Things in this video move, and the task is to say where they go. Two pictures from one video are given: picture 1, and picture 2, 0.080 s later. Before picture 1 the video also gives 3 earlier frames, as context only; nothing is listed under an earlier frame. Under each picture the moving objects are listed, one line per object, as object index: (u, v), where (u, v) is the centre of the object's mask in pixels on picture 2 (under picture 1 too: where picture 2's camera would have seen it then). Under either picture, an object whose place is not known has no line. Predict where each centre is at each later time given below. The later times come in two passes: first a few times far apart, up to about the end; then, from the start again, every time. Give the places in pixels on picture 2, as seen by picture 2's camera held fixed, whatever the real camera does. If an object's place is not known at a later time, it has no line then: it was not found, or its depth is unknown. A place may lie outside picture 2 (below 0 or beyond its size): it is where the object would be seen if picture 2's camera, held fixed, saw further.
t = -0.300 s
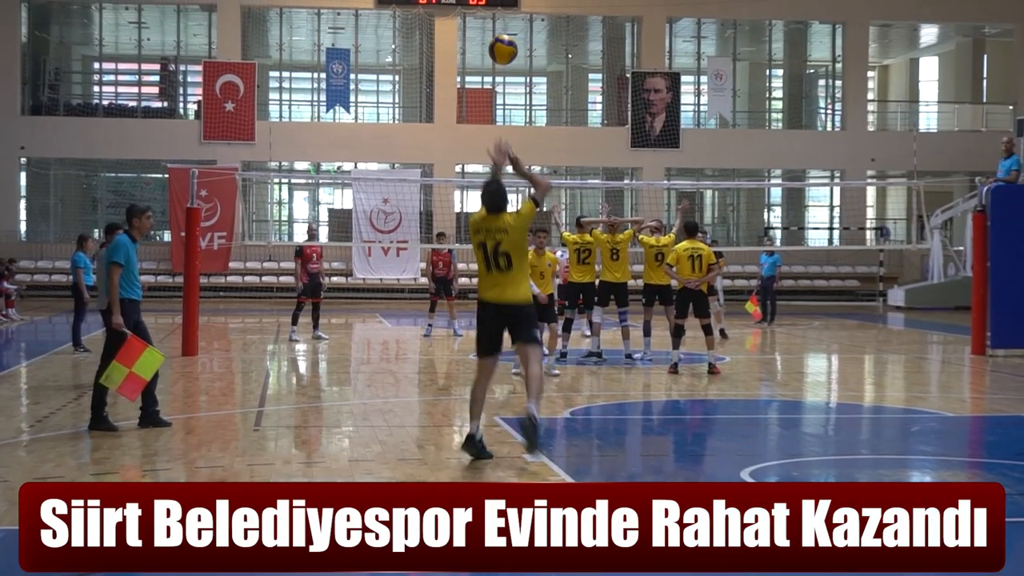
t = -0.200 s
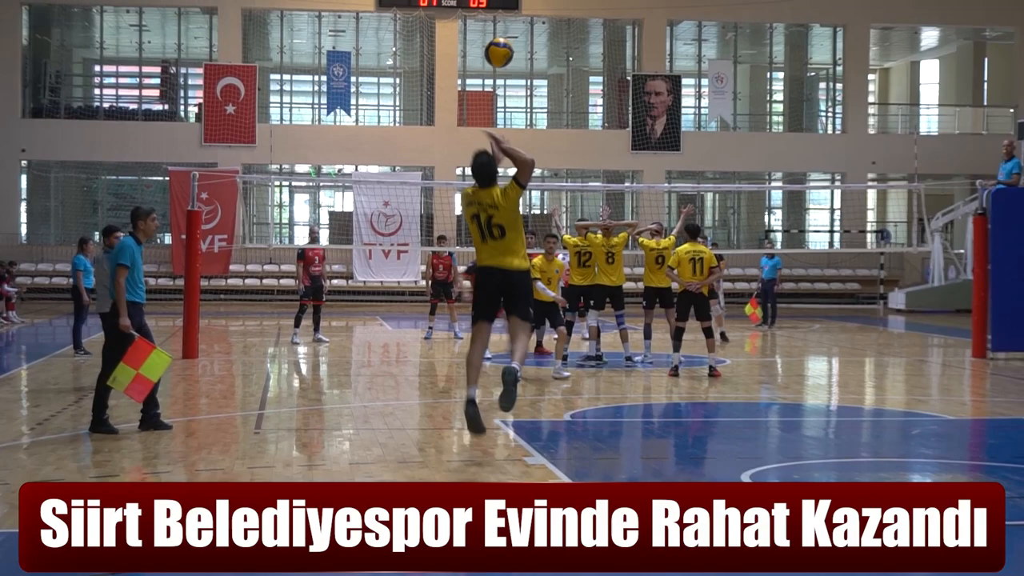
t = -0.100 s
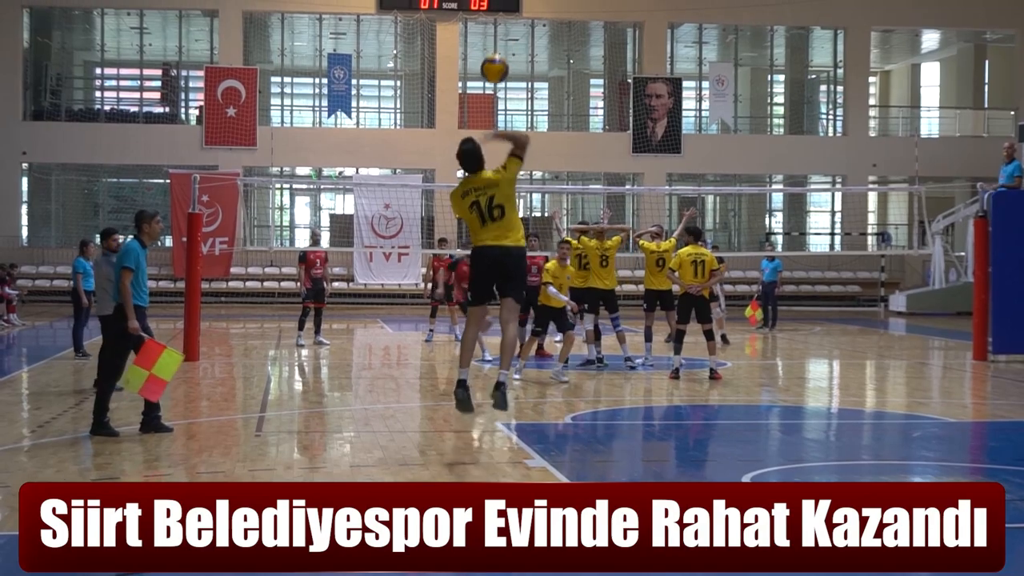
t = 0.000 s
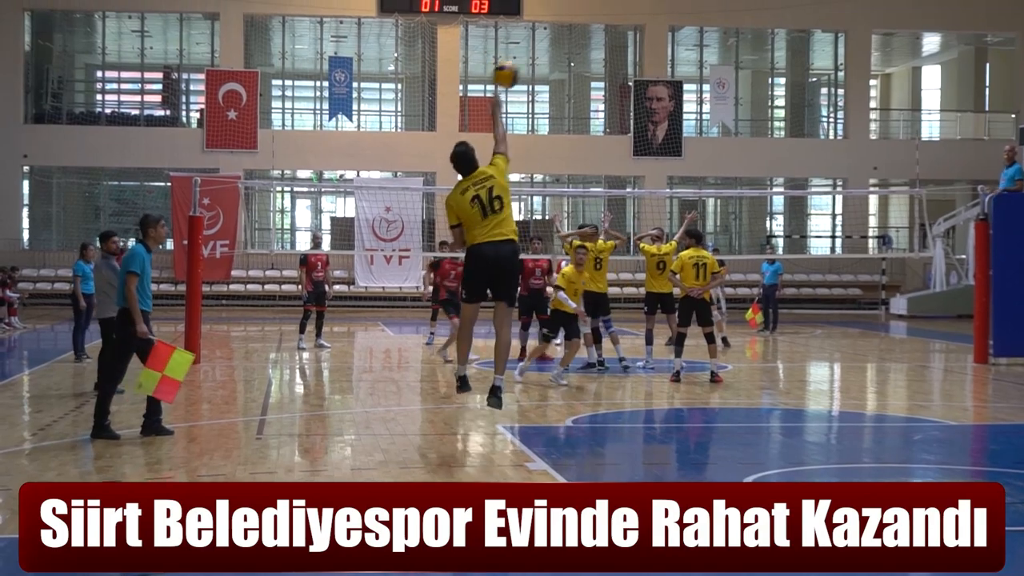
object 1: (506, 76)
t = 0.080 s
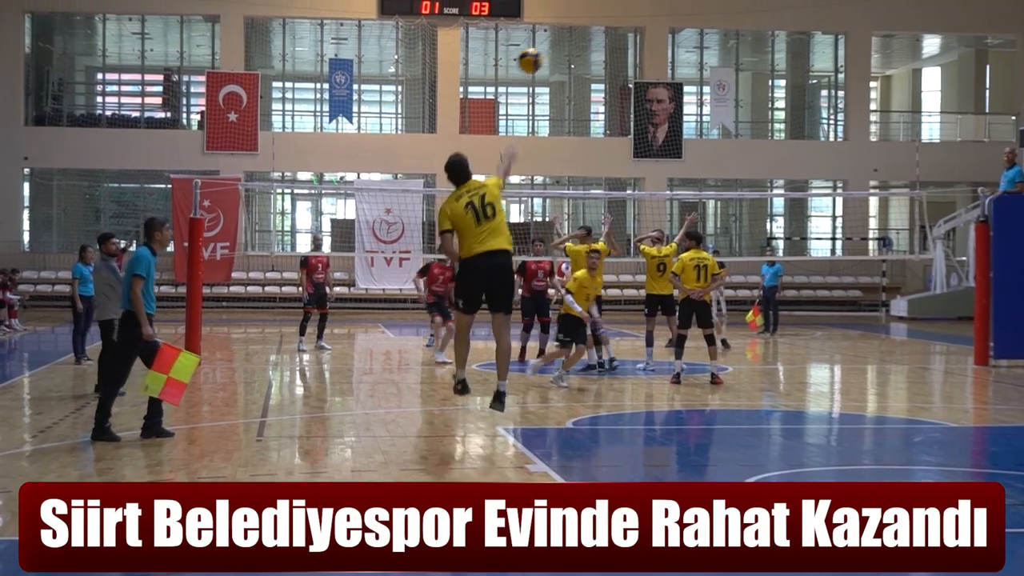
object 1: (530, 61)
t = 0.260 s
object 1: (568, 50)
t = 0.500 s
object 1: (603, 76)
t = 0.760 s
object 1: (635, 143)
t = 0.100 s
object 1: (535, 58)
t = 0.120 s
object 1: (540, 56)
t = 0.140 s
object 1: (544, 54)
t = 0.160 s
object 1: (549, 52)
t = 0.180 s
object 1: (554, 50)
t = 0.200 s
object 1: (558, 50)
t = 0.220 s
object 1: (561, 49)
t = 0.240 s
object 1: (564, 49)
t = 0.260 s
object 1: (568, 50)
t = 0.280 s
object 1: (571, 50)
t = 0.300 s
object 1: (574, 51)
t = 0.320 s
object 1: (577, 53)
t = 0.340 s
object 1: (579, 55)
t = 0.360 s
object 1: (583, 56)
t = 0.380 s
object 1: (585, 58)
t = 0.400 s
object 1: (588, 60)
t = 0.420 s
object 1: (592, 64)
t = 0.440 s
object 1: (595, 67)
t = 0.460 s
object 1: (597, 70)
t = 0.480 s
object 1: (600, 73)
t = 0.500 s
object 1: (603, 76)
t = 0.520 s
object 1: (605, 81)
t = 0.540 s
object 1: (609, 85)
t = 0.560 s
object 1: (612, 89)
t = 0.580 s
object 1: (614, 93)
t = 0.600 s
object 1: (617, 98)
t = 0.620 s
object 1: (619, 103)
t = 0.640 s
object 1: (621, 109)
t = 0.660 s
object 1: (623, 114)
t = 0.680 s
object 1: (626, 120)
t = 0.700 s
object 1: (628, 124)
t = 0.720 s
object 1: (630, 131)
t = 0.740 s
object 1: (633, 136)
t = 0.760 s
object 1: (635, 143)
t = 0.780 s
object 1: (637, 149)
